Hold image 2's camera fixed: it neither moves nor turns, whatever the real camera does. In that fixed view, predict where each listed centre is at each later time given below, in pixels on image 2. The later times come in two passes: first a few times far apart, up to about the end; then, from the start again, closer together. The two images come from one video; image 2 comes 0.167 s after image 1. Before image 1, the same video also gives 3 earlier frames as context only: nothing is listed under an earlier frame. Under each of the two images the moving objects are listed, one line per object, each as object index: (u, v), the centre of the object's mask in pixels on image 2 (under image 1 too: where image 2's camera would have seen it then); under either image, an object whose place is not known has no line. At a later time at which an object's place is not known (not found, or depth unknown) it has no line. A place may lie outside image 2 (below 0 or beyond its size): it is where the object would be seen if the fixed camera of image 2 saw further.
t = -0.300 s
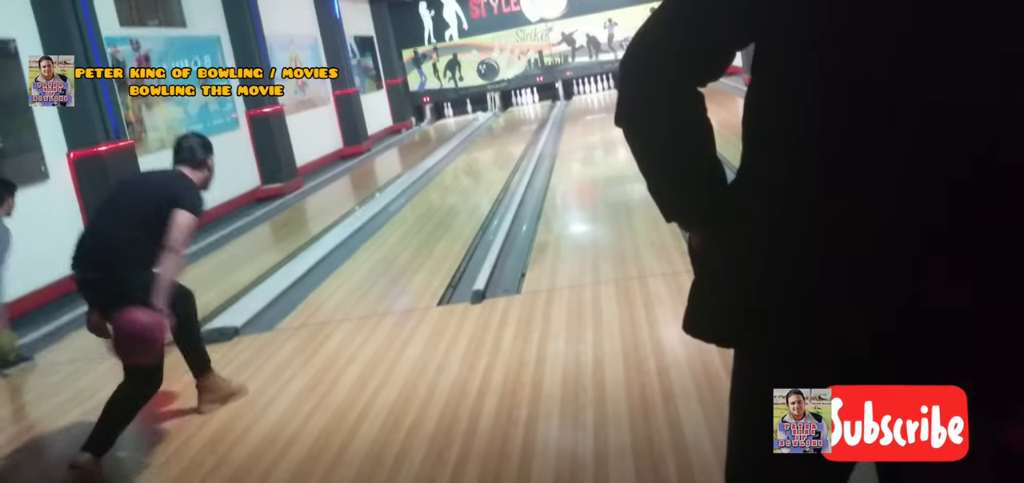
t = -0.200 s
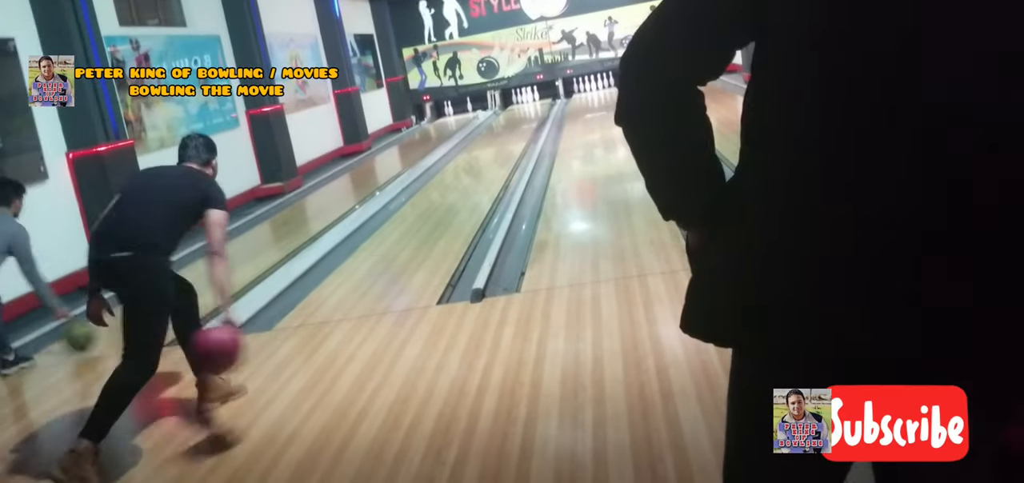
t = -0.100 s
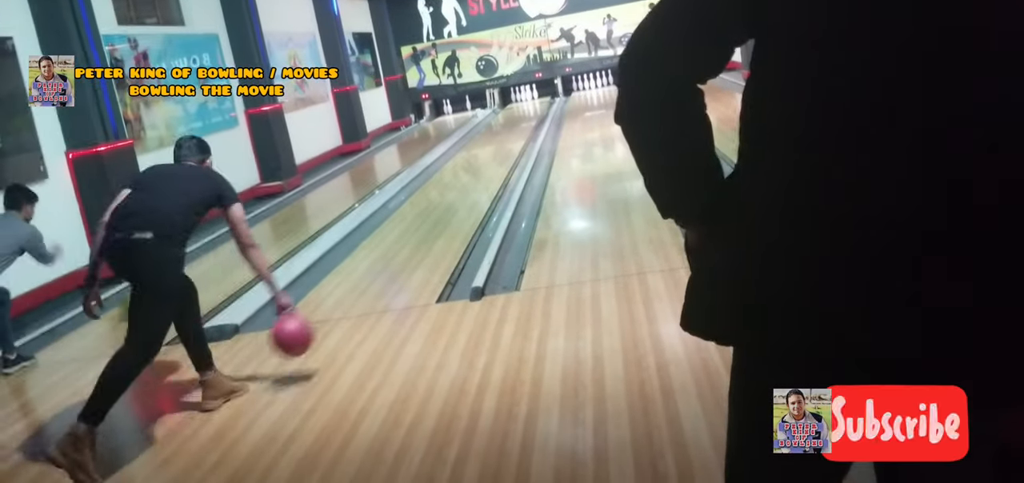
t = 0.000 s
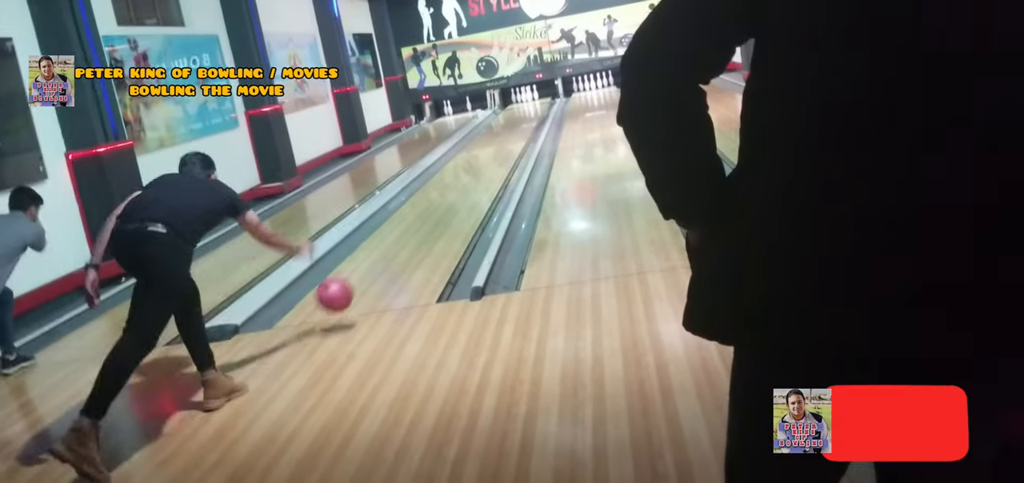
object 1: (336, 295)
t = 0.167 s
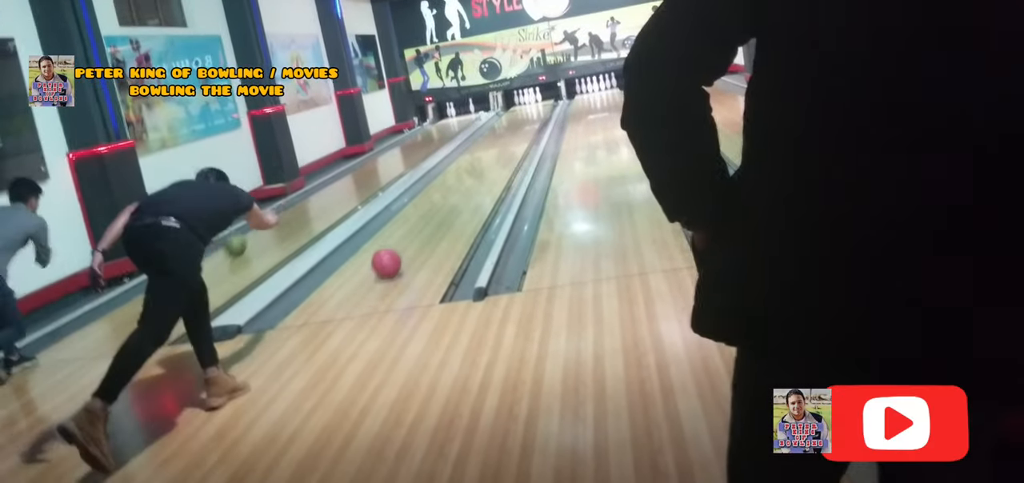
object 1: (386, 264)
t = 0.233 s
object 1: (400, 248)
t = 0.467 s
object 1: (435, 208)
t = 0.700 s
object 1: (457, 182)
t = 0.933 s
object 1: (472, 163)
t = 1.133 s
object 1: (482, 151)
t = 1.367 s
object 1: (490, 140)
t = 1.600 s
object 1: (495, 132)
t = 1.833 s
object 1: (500, 126)
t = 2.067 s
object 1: (502, 121)
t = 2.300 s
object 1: (506, 116)
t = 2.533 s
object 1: (509, 111)
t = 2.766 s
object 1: (511, 109)
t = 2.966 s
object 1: (511, 107)
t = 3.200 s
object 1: (512, 105)
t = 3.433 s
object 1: (511, 105)
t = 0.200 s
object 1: (393, 255)
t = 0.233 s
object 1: (400, 248)
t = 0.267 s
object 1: (406, 242)
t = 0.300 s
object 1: (412, 235)
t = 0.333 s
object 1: (418, 229)
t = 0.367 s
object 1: (422, 223)
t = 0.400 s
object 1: (427, 218)
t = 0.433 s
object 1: (431, 213)
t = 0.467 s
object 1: (435, 208)
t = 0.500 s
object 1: (439, 204)
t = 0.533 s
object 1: (442, 200)
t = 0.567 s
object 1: (446, 195)
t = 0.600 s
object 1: (449, 191)
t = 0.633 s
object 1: (451, 188)
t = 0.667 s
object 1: (455, 185)
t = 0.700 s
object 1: (457, 182)
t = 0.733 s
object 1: (460, 179)
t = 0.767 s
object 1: (462, 176)
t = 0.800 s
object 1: (465, 173)
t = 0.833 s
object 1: (466, 170)
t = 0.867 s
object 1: (468, 168)
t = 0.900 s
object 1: (470, 165)
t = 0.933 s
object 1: (472, 163)
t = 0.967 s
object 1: (474, 160)
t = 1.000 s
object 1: (476, 159)
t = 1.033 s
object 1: (477, 157)
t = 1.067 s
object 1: (479, 155)
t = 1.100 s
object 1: (480, 153)
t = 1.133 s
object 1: (482, 151)
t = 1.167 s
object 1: (483, 149)
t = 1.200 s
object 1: (485, 147)
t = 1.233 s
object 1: (486, 146)
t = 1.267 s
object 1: (487, 145)
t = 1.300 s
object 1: (488, 143)
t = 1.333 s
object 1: (489, 143)
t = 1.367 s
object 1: (490, 140)
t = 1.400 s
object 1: (491, 139)
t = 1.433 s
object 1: (492, 137)
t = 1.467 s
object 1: (493, 137)
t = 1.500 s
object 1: (494, 135)
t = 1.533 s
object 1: (494, 134)
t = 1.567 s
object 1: (494, 133)
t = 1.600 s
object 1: (495, 132)
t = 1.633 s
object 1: (496, 131)
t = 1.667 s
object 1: (497, 130)
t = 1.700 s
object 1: (497, 129)
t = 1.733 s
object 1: (498, 128)
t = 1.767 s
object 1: (499, 127)
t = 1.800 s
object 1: (499, 127)
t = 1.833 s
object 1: (500, 126)
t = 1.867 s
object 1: (500, 125)
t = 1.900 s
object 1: (501, 124)
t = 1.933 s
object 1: (501, 123)
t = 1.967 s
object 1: (502, 123)
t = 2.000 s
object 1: (502, 122)
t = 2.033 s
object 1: (502, 121)
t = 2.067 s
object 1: (502, 121)
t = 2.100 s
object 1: (504, 120)
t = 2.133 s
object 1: (504, 120)
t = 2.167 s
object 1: (504, 119)
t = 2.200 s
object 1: (505, 118)
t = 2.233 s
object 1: (505, 117)
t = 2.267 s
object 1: (505, 117)
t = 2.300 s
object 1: (506, 116)
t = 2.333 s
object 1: (506, 116)
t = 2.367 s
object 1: (506, 115)
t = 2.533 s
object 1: (509, 111)
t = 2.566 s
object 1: (509, 112)
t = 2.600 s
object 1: (509, 111)
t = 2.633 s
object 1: (510, 110)
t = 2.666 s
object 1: (510, 109)
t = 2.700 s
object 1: (510, 109)
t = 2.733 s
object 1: (511, 108)
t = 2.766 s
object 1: (511, 109)
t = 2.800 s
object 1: (511, 108)
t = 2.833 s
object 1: (511, 108)
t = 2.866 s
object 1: (511, 108)
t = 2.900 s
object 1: (511, 107)
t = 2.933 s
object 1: (511, 108)
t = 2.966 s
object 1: (511, 107)
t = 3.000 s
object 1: (511, 106)
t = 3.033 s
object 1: (511, 106)
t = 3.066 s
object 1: (511, 106)
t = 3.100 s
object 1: (512, 106)
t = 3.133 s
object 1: (512, 105)
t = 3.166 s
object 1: (512, 105)
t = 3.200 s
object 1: (512, 105)
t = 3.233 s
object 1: (512, 104)
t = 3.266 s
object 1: (513, 104)
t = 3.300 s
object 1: (513, 103)
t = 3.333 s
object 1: (513, 103)
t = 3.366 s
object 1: (513, 103)
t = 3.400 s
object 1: (512, 104)
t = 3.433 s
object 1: (511, 105)
